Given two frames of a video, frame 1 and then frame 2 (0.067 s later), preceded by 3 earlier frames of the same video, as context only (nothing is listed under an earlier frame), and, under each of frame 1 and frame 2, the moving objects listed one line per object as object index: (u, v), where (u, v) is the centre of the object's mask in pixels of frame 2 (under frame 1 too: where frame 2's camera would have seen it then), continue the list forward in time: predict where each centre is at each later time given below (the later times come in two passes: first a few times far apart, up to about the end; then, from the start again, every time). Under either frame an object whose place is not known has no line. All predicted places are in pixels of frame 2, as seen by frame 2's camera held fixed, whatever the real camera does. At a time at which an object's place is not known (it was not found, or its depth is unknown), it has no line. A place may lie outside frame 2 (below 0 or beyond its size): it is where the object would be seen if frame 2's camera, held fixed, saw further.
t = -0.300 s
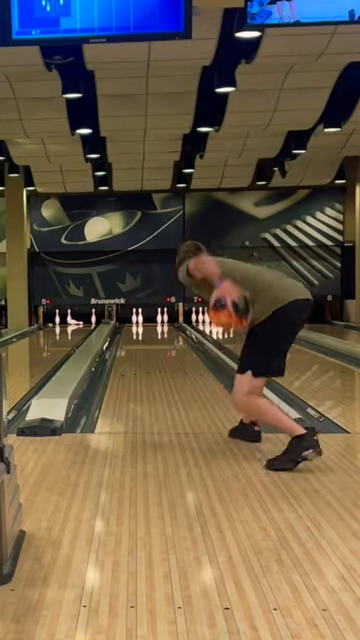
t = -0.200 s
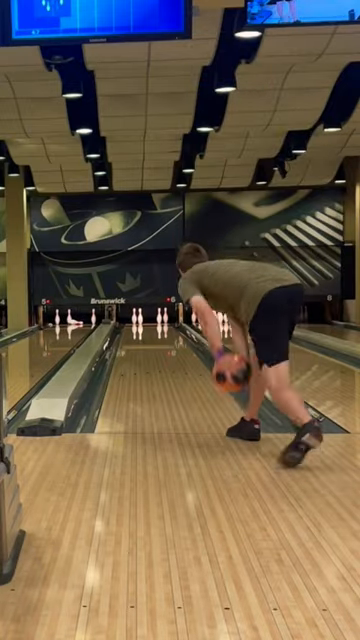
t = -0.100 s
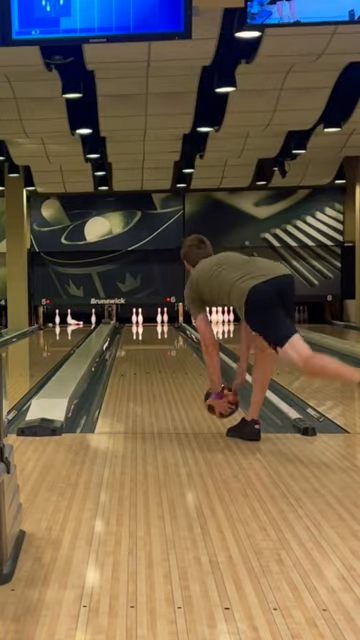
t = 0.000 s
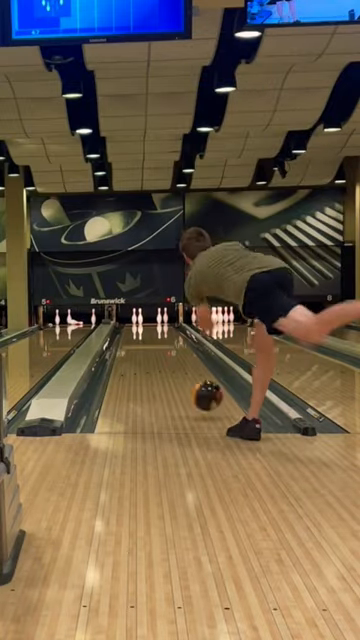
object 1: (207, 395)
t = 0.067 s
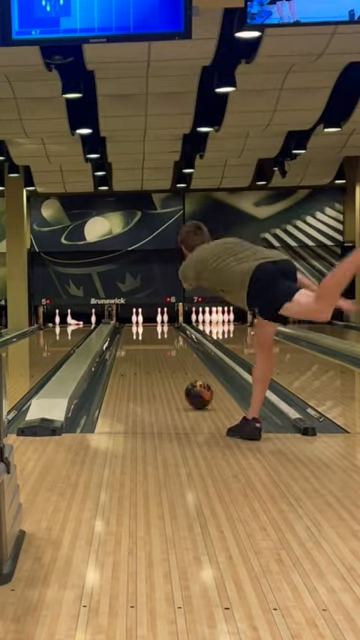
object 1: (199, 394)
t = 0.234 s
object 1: (181, 379)
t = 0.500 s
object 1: (165, 360)
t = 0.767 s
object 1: (153, 348)
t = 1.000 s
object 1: (145, 341)
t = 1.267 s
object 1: (139, 334)
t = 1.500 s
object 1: (137, 330)
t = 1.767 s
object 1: (134, 325)
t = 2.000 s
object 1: (134, 322)
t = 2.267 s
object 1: (132, 319)
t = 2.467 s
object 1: (122, 321)
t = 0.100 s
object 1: (194, 391)
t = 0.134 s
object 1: (190, 388)
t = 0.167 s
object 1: (188, 384)
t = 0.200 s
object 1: (185, 381)
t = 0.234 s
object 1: (181, 379)
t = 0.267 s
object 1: (179, 376)
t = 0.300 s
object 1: (177, 374)
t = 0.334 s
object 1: (174, 371)
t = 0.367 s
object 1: (172, 368)
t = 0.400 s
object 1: (170, 367)
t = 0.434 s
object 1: (168, 363)
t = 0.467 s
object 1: (166, 362)
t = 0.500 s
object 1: (165, 360)
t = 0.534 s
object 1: (163, 358)
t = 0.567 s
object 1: (161, 357)
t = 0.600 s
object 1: (160, 355)
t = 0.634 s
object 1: (158, 354)
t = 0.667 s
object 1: (157, 353)
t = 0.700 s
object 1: (156, 351)
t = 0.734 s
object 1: (154, 350)
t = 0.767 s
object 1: (153, 348)
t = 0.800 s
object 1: (152, 347)
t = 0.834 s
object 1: (151, 346)
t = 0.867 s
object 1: (150, 345)
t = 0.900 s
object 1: (148, 343)
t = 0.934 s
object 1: (147, 343)
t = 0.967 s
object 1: (147, 342)
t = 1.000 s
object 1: (145, 341)
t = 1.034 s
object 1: (144, 340)
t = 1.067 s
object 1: (144, 339)
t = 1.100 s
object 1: (143, 338)
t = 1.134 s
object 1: (143, 337)
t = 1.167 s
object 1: (142, 336)
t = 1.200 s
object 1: (141, 335)
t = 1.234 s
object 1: (140, 334)
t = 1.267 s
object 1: (139, 334)
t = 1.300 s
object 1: (138, 333)
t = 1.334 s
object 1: (138, 332)
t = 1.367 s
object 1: (137, 331)
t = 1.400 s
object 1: (137, 331)
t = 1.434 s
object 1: (137, 331)
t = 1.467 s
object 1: (137, 330)
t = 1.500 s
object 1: (137, 330)
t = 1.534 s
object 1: (137, 329)
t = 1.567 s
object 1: (136, 328)
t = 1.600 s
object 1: (135, 327)
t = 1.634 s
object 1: (135, 327)
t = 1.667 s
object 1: (135, 326)
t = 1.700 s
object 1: (134, 326)
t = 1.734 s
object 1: (134, 325)
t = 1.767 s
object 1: (134, 325)
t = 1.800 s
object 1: (134, 324)
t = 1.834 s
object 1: (134, 324)
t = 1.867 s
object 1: (134, 324)
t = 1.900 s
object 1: (134, 322)
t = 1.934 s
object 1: (134, 323)
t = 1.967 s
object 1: (133, 322)
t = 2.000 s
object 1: (134, 322)
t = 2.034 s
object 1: (134, 322)
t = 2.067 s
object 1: (134, 321)
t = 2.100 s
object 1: (134, 321)
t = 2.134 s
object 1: (134, 321)
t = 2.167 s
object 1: (134, 320)
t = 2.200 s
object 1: (134, 320)
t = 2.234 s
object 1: (133, 320)
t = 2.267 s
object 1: (132, 319)
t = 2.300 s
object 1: (131, 318)
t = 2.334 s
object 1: (129, 320)
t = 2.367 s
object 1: (128, 319)
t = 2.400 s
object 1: (128, 318)
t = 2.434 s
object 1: (123, 321)
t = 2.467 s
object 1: (122, 321)
